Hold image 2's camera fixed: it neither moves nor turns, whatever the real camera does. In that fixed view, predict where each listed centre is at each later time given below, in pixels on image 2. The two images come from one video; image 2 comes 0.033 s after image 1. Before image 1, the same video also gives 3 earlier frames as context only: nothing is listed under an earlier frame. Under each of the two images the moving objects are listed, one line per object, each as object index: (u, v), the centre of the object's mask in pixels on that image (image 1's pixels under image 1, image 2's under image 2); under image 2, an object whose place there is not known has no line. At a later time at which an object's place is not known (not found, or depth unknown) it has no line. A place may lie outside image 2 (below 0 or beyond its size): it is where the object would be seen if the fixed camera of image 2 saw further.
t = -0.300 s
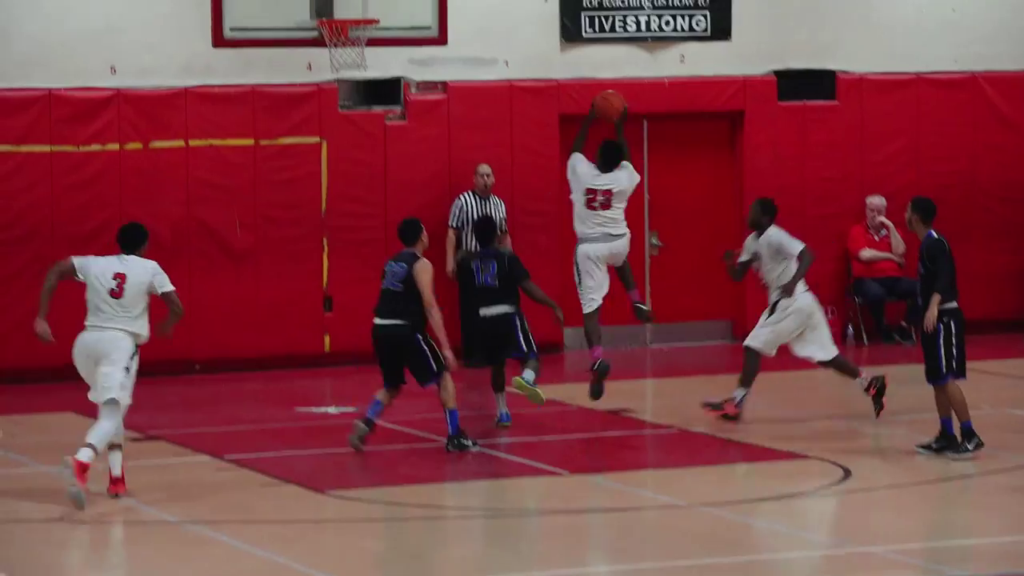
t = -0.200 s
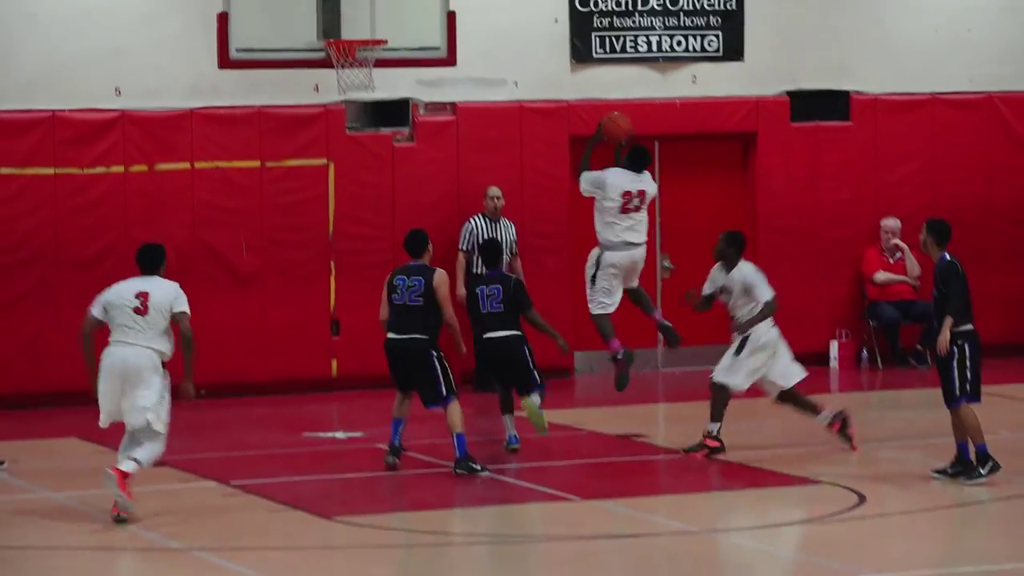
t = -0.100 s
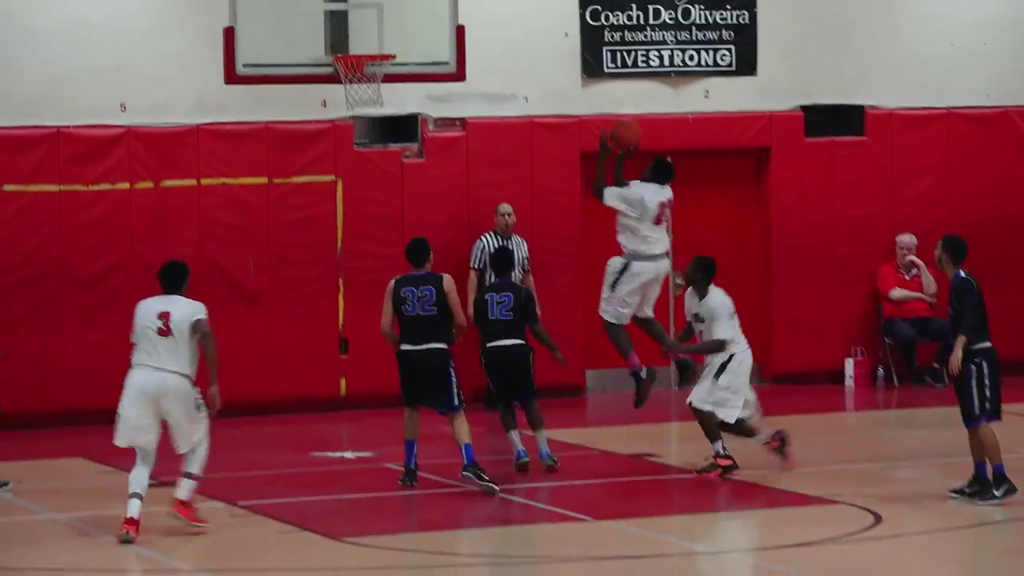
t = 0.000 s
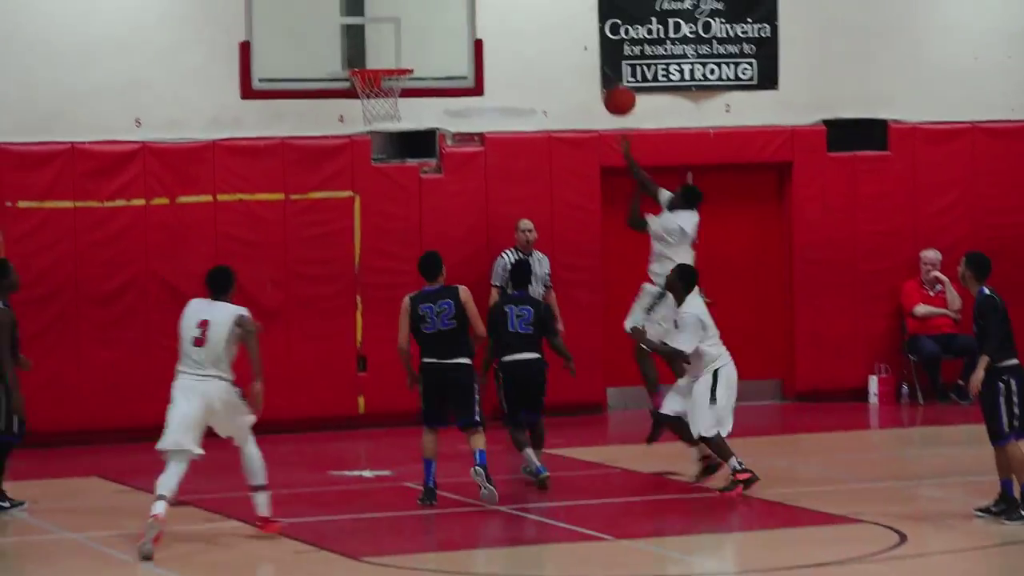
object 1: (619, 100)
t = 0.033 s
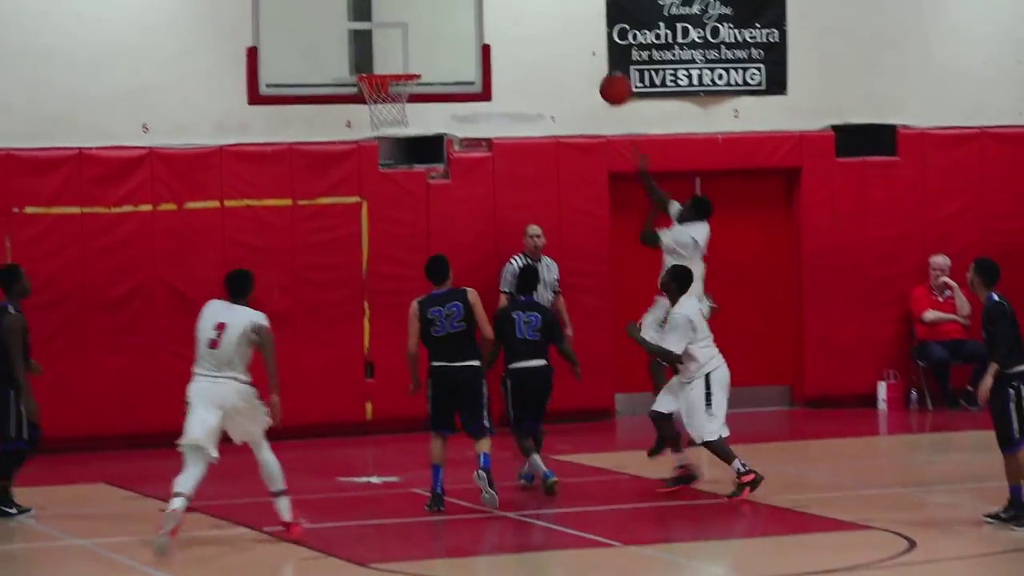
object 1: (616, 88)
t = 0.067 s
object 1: (603, 73)
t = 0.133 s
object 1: (579, 47)
